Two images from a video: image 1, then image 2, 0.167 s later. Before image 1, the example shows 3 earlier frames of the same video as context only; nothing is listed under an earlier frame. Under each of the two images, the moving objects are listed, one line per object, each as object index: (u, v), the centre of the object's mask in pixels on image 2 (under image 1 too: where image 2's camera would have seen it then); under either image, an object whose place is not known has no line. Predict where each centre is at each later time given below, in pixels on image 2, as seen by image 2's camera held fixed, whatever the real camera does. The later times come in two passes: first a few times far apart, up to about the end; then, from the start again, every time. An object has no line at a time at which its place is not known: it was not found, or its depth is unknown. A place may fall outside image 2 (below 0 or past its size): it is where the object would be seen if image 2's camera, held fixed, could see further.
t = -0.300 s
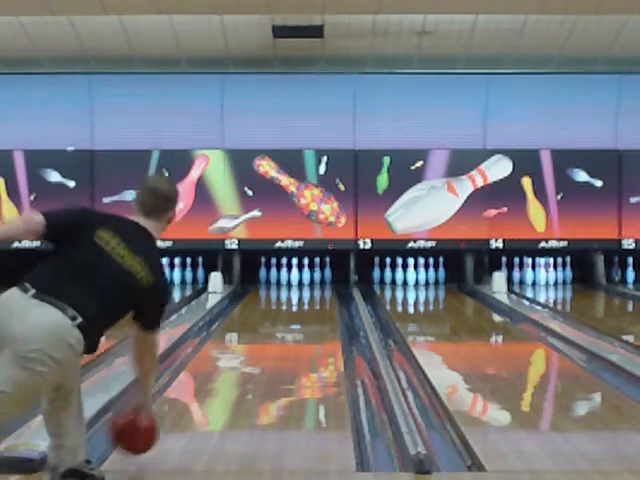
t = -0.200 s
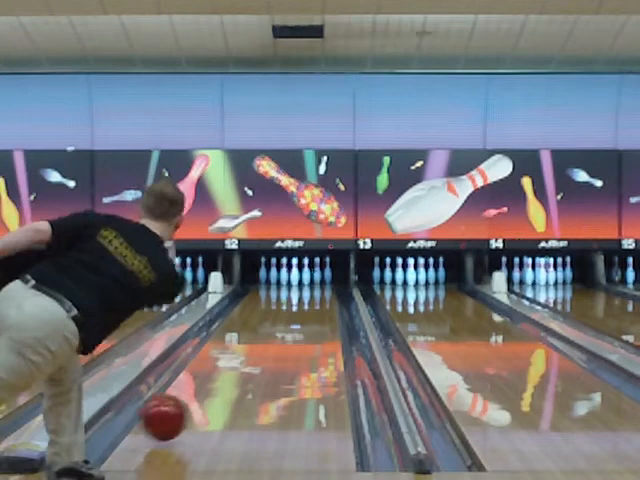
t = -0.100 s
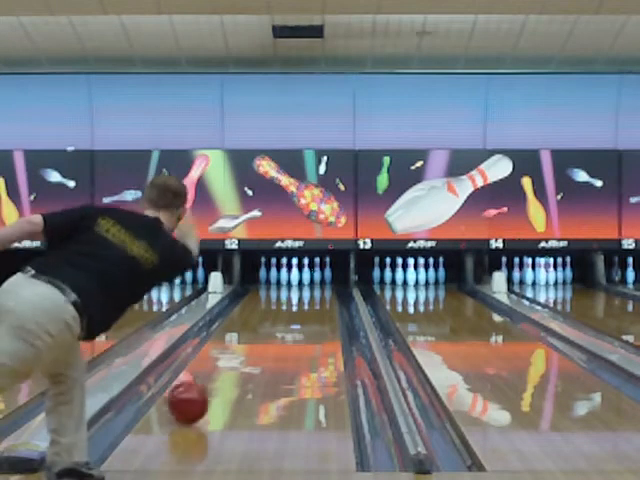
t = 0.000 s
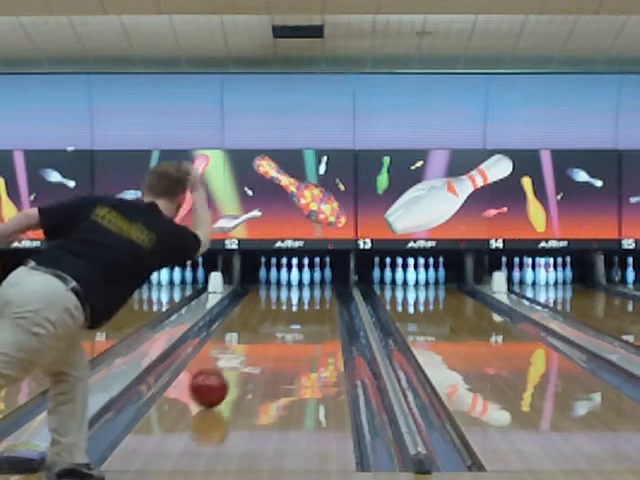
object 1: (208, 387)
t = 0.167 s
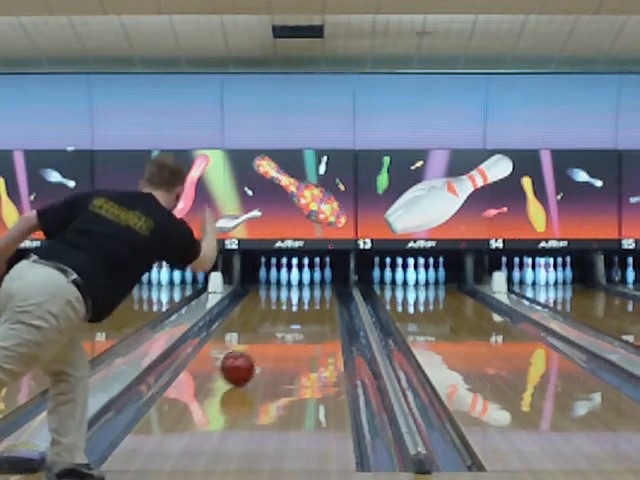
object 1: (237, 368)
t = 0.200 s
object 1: (242, 365)
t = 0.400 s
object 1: (266, 347)
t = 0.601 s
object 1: (285, 333)
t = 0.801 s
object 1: (299, 323)
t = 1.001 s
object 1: (311, 311)
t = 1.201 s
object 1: (320, 304)
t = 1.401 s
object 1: (326, 295)
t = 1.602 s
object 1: (326, 291)
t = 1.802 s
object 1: (322, 286)
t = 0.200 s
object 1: (242, 365)
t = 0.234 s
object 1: (247, 361)
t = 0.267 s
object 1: (251, 358)
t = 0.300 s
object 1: (255, 355)
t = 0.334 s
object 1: (259, 352)
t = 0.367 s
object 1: (263, 350)
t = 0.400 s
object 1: (266, 347)
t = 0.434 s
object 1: (270, 344)
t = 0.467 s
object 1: (273, 342)
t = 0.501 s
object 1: (276, 340)
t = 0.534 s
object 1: (279, 337)
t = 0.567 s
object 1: (282, 335)
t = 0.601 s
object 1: (285, 333)
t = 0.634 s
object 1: (288, 332)
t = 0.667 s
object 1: (291, 330)
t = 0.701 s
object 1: (292, 329)
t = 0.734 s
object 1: (296, 327)
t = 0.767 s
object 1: (297, 325)
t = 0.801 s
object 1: (299, 323)
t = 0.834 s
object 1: (302, 321)
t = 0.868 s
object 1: (305, 317)
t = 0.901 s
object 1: (306, 317)
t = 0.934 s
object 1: (308, 315)
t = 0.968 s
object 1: (309, 313)
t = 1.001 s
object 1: (311, 311)
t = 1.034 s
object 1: (312, 310)
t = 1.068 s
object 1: (314, 309)
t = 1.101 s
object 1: (316, 307)
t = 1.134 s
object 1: (318, 306)
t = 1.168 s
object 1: (319, 305)
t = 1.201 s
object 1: (320, 304)
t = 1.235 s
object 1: (320, 303)
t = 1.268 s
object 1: (322, 300)
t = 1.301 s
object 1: (323, 299)
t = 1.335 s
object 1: (324, 298)
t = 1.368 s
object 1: (325, 296)
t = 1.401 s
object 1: (326, 295)
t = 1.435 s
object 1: (326, 295)
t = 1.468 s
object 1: (326, 294)
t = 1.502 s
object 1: (326, 294)
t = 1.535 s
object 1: (326, 293)
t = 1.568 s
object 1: (326, 292)
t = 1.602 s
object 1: (326, 291)
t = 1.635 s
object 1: (325, 289)
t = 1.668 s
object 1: (325, 289)
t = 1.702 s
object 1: (325, 288)
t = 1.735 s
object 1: (325, 288)
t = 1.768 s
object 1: (323, 287)
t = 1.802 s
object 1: (322, 286)
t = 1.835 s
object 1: (320, 285)
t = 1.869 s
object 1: (319, 285)
